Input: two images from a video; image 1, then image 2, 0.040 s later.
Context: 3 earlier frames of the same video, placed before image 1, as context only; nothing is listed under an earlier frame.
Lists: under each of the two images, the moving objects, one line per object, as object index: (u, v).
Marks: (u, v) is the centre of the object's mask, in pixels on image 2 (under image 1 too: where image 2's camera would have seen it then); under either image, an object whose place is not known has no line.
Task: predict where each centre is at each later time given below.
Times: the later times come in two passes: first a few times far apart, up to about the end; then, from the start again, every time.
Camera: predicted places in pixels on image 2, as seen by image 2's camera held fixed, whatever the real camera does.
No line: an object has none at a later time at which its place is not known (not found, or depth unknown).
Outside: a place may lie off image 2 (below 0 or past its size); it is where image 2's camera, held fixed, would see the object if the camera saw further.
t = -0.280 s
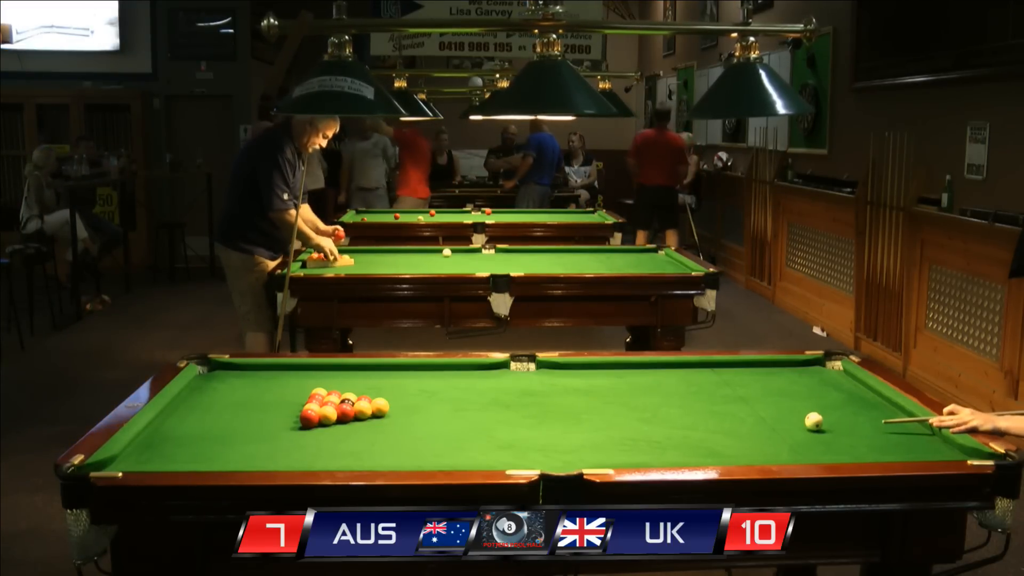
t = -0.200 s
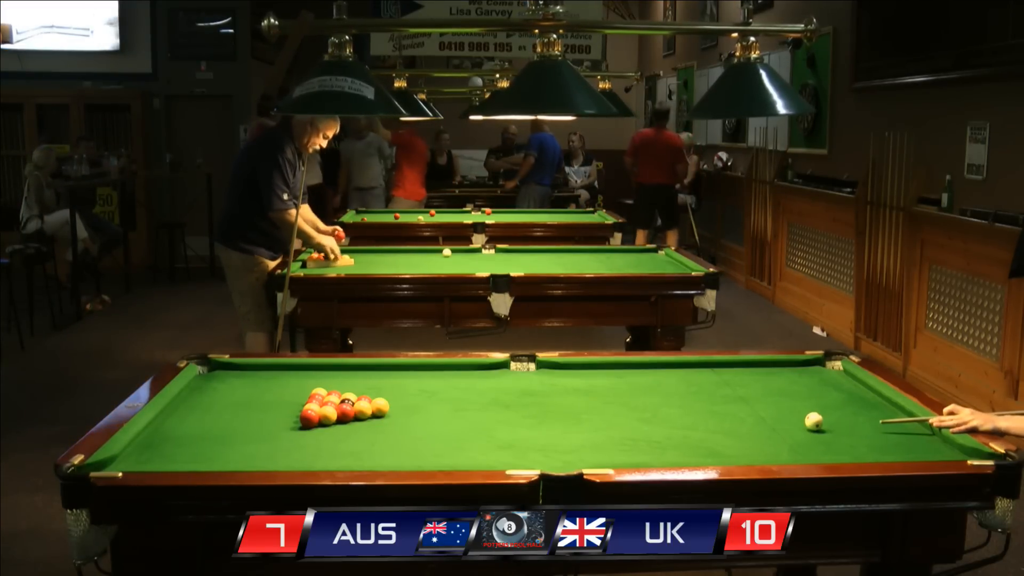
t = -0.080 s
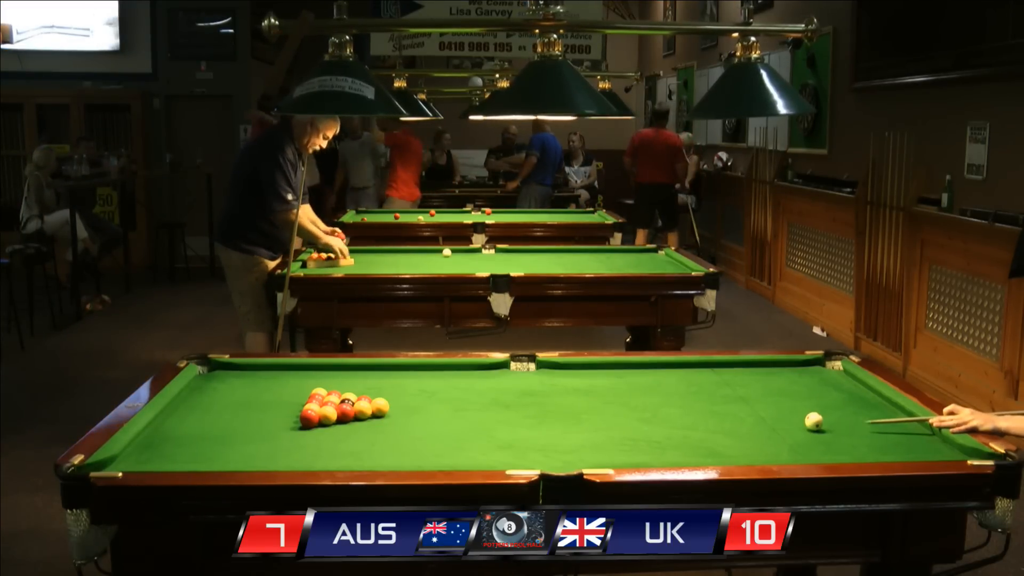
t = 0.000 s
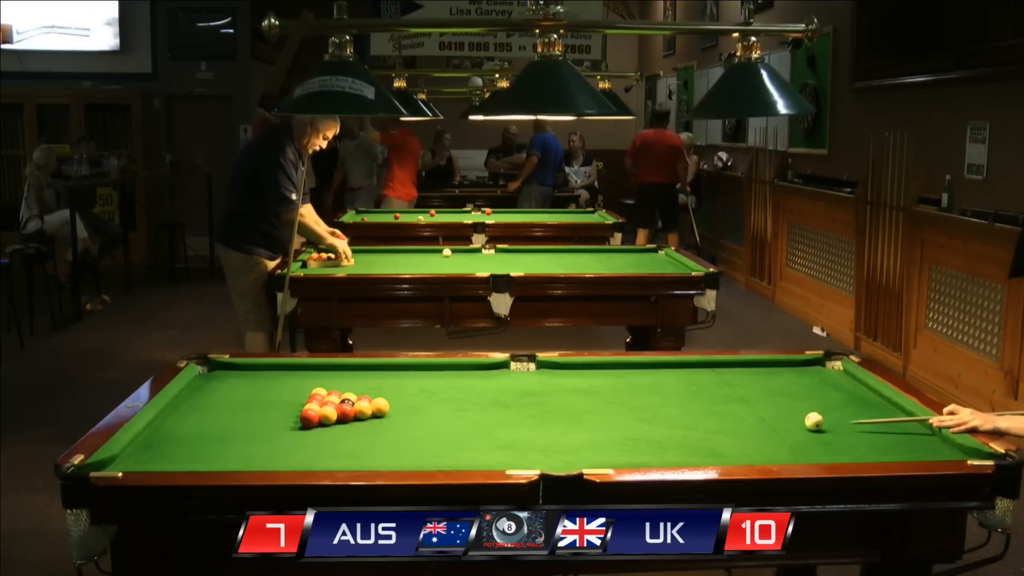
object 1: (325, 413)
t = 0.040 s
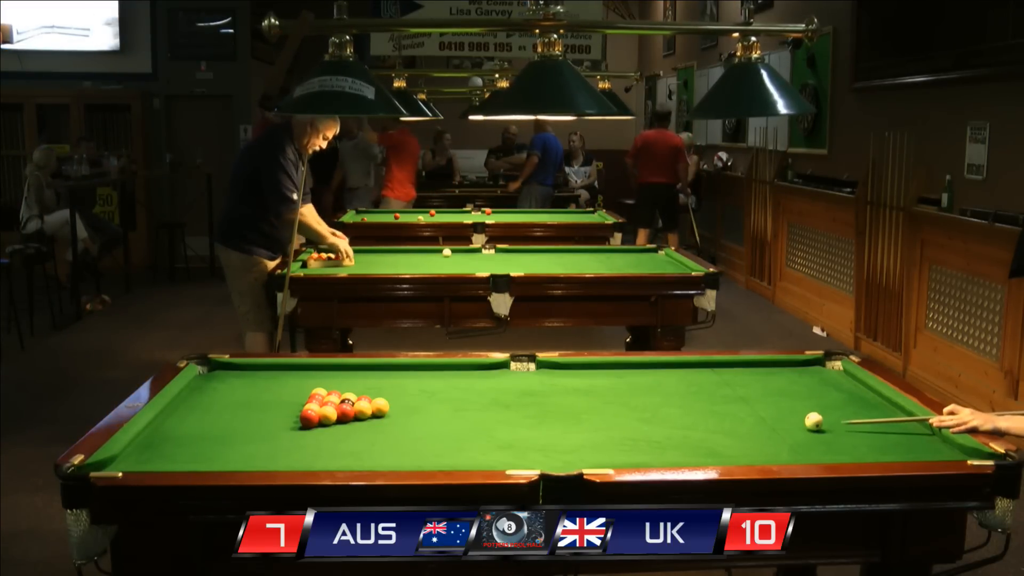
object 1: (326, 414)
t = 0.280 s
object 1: (325, 413)
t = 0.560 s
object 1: (326, 414)
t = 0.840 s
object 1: (311, 419)
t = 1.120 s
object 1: (291, 426)
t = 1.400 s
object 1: (274, 431)
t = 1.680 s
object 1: (259, 437)
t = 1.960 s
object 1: (246, 440)
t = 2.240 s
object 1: (262, 442)
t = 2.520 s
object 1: (275, 444)
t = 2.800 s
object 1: (286, 445)
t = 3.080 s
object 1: (292, 446)
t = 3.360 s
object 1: (296, 446)
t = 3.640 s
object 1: (296, 447)
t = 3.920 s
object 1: (296, 447)
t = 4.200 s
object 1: (296, 447)
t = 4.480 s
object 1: (296, 447)
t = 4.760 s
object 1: (296, 447)
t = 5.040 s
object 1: (296, 447)
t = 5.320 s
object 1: (296, 447)
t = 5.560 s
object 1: (296, 447)
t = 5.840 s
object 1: (296, 447)
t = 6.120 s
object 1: (296, 447)
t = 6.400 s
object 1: (296, 447)
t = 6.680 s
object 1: (296, 447)
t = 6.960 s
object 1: (296, 447)
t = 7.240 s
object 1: (296, 446)
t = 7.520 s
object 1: (296, 447)
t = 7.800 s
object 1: (296, 447)
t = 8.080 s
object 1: (296, 446)
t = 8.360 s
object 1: (296, 446)
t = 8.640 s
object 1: (296, 446)
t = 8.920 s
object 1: (296, 446)
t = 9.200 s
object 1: (296, 446)
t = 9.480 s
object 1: (296, 446)
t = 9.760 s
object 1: (296, 446)
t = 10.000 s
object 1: (296, 446)
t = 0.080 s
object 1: (325, 413)
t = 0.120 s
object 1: (325, 413)
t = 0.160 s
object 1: (326, 414)
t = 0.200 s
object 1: (325, 413)
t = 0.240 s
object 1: (326, 414)
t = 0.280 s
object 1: (325, 413)
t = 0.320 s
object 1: (326, 414)
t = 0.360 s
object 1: (326, 414)
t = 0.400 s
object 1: (326, 414)
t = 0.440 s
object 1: (326, 414)
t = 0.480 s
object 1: (326, 414)
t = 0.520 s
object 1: (326, 414)
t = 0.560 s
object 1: (326, 414)
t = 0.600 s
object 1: (326, 414)
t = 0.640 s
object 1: (326, 414)
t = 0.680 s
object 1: (323, 416)
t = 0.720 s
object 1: (320, 417)
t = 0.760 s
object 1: (317, 418)
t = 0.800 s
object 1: (314, 419)
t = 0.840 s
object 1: (311, 419)
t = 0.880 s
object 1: (308, 420)
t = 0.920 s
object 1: (305, 421)
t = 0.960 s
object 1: (303, 422)
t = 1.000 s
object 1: (300, 423)
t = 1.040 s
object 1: (297, 424)
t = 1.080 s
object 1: (294, 425)
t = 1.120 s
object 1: (291, 426)
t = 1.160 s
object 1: (289, 427)
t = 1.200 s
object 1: (286, 428)
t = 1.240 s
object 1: (284, 428)
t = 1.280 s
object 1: (281, 429)
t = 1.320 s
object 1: (279, 430)
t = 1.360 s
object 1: (276, 431)
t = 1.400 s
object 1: (274, 431)
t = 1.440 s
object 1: (272, 432)
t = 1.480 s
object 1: (269, 433)
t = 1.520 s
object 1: (267, 434)
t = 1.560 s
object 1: (265, 435)
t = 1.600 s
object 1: (263, 435)
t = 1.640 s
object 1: (261, 436)
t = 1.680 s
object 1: (259, 437)
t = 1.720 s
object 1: (257, 437)
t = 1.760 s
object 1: (255, 438)
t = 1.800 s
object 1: (253, 438)
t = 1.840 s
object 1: (251, 439)
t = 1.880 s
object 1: (250, 440)
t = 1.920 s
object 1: (248, 440)
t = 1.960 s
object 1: (246, 440)
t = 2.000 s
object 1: (247, 441)
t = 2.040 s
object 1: (250, 441)
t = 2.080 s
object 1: (253, 441)
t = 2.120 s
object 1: (255, 442)
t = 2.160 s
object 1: (257, 442)
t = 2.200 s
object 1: (260, 442)
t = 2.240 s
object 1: (262, 442)
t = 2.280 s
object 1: (264, 443)
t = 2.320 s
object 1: (266, 443)
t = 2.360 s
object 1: (268, 443)
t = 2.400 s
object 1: (270, 444)
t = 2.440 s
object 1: (272, 444)
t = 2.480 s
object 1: (274, 444)
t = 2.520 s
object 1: (275, 444)
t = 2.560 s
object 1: (277, 444)
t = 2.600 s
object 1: (279, 445)
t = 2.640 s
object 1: (280, 445)
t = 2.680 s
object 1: (282, 445)
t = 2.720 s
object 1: (283, 445)
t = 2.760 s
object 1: (285, 445)
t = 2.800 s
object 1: (286, 445)
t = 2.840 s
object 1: (287, 446)
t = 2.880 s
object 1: (288, 446)
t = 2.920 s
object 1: (289, 446)
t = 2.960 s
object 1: (290, 446)
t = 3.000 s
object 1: (291, 446)
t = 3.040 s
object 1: (292, 446)
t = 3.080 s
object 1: (292, 446)
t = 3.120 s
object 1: (293, 446)
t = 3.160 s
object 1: (294, 446)
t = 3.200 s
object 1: (294, 446)
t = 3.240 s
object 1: (295, 446)
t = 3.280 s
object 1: (295, 446)
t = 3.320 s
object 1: (296, 446)
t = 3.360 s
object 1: (296, 446)
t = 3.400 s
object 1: (296, 447)
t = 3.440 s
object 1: (296, 447)
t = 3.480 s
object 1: (296, 447)
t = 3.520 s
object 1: (296, 447)
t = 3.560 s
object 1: (296, 447)
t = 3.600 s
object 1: (296, 447)
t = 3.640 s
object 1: (296, 447)
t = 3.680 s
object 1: (296, 447)
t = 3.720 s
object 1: (296, 446)
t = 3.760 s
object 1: (296, 446)
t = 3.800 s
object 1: (296, 446)
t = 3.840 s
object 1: (296, 447)
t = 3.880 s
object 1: (296, 447)
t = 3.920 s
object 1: (296, 447)
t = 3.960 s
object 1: (296, 447)
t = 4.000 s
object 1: (296, 447)
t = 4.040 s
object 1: (296, 447)
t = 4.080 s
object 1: (296, 447)
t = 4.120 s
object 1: (296, 447)
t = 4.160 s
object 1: (296, 447)
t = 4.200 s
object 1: (296, 447)
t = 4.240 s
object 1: (296, 447)
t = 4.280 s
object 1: (296, 447)
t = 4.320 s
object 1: (296, 447)
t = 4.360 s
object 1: (296, 447)
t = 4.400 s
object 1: (296, 447)
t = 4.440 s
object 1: (296, 447)
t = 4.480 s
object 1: (296, 447)
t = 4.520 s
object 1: (296, 447)
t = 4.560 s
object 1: (296, 447)
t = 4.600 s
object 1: (296, 447)
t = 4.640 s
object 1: (296, 447)
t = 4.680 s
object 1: (296, 447)
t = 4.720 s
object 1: (296, 447)
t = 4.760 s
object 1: (296, 447)
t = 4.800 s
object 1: (296, 447)
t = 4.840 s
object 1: (296, 447)
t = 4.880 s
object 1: (296, 447)
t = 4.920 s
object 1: (296, 447)
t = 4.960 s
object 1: (296, 447)
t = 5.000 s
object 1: (296, 447)
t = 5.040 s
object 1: (296, 447)
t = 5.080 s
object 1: (296, 447)
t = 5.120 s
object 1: (296, 447)
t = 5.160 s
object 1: (296, 447)
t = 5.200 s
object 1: (296, 447)
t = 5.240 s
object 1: (296, 447)
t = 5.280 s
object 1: (296, 447)
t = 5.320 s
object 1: (296, 447)
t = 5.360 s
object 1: (296, 447)
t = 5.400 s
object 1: (296, 447)
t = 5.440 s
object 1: (296, 447)
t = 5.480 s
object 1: (296, 447)
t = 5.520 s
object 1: (296, 447)
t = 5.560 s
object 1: (296, 447)
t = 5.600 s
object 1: (296, 447)
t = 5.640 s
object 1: (296, 447)
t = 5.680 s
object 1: (296, 447)
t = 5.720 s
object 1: (296, 447)
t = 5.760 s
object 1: (296, 447)
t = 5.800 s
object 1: (296, 447)
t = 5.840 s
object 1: (296, 447)
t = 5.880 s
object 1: (296, 447)
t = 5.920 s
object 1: (296, 447)
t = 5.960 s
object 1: (296, 447)
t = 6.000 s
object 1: (296, 447)
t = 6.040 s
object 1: (296, 447)
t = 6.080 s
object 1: (296, 447)
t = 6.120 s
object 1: (296, 447)
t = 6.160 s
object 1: (296, 447)
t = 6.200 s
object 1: (296, 447)
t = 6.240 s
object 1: (296, 447)
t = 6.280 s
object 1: (296, 447)
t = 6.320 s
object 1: (296, 447)
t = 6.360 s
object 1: (296, 447)
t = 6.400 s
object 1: (296, 447)
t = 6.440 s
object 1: (296, 447)
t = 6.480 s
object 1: (296, 447)
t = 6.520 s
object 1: (296, 447)
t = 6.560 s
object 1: (296, 447)
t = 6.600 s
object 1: (296, 447)
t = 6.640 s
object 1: (296, 447)
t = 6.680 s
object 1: (296, 447)
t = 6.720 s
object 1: (296, 447)
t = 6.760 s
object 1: (296, 447)
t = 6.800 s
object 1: (296, 447)
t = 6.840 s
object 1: (296, 447)
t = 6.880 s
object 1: (296, 447)
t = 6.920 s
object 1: (296, 447)
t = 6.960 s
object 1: (296, 447)
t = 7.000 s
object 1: (296, 447)
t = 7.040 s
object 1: (296, 447)
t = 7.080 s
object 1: (296, 447)
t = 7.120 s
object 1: (296, 446)
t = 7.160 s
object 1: (296, 446)
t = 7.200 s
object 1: (296, 446)
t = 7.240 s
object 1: (296, 446)
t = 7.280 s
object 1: (296, 446)
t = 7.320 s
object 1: (296, 447)
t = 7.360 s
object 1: (296, 447)
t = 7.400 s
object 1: (296, 447)
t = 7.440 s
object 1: (296, 447)
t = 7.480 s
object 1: (296, 447)
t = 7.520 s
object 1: (296, 447)
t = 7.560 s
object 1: (296, 447)
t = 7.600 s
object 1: (296, 447)
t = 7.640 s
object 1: (296, 447)
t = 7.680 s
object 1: (296, 447)
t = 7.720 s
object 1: (296, 447)
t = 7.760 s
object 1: (296, 447)
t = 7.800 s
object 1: (296, 447)
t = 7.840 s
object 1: (296, 447)
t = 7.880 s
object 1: (296, 447)
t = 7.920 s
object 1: (296, 447)
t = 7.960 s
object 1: (296, 447)
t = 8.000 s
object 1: (296, 446)
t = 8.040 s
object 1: (296, 447)
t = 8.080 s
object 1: (296, 446)
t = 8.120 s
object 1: (296, 446)
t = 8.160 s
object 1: (296, 446)
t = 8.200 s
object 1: (296, 446)
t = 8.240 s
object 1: (296, 446)
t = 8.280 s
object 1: (296, 446)
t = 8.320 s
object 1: (296, 446)
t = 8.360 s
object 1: (296, 446)
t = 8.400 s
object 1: (296, 446)
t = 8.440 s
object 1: (296, 446)
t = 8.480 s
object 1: (296, 446)
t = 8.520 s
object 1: (296, 446)
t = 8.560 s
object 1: (296, 446)
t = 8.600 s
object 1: (296, 446)
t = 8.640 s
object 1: (296, 446)
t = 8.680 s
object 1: (296, 446)
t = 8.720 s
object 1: (296, 446)
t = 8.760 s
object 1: (296, 446)
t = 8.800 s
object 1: (296, 447)
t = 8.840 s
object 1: (296, 446)
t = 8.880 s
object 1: (296, 446)
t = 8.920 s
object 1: (296, 446)
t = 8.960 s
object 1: (296, 446)
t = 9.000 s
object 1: (296, 446)
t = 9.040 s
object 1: (296, 446)
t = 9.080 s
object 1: (296, 446)
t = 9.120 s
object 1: (296, 446)
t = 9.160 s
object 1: (296, 446)
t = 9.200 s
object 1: (296, 446)
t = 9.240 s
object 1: (296, 446)
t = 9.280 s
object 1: (296, 446)
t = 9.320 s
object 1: (296, 446)
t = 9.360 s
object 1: (296, 446)
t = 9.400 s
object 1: (296, 446)
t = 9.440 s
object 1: (296, 446)
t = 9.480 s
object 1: (296, 446)
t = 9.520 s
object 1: (296, 446)
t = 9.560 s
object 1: (296, 446)
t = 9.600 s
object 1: (296, 446)
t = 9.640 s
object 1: (296, 446)
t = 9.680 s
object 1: (296, 446)
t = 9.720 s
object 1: (296, 446)
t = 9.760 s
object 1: (296, 446)
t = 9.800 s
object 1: (296, 446)
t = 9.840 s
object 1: (296, 446)
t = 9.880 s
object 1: (296, 446)
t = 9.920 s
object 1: (296, 446)
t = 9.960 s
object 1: (296, 446)
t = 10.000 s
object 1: (296, 446)
